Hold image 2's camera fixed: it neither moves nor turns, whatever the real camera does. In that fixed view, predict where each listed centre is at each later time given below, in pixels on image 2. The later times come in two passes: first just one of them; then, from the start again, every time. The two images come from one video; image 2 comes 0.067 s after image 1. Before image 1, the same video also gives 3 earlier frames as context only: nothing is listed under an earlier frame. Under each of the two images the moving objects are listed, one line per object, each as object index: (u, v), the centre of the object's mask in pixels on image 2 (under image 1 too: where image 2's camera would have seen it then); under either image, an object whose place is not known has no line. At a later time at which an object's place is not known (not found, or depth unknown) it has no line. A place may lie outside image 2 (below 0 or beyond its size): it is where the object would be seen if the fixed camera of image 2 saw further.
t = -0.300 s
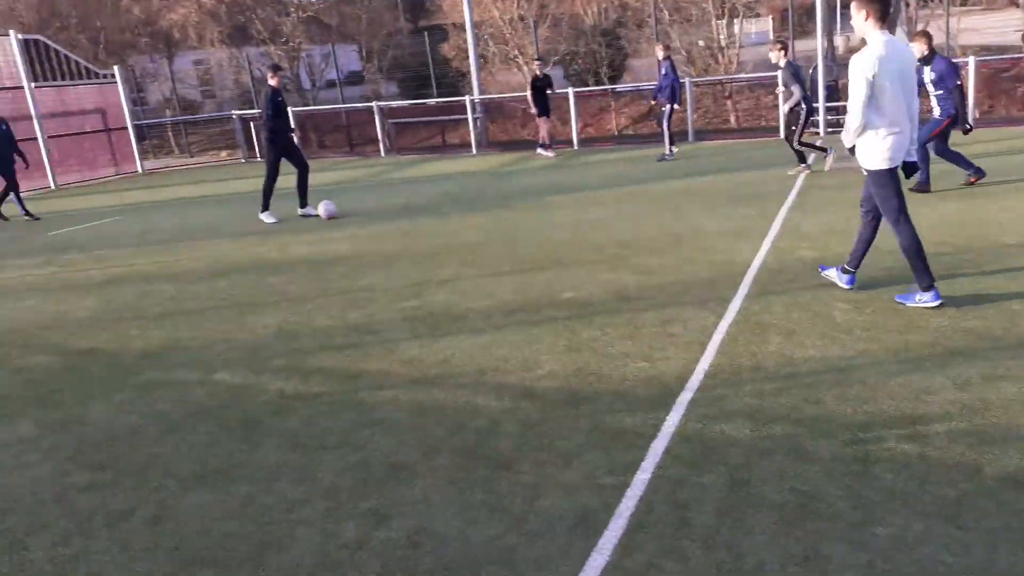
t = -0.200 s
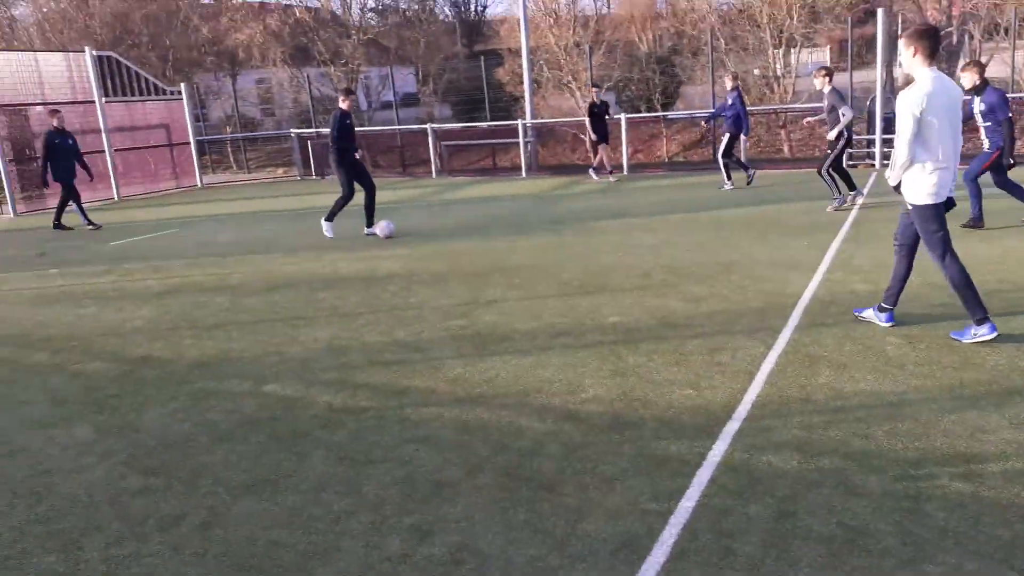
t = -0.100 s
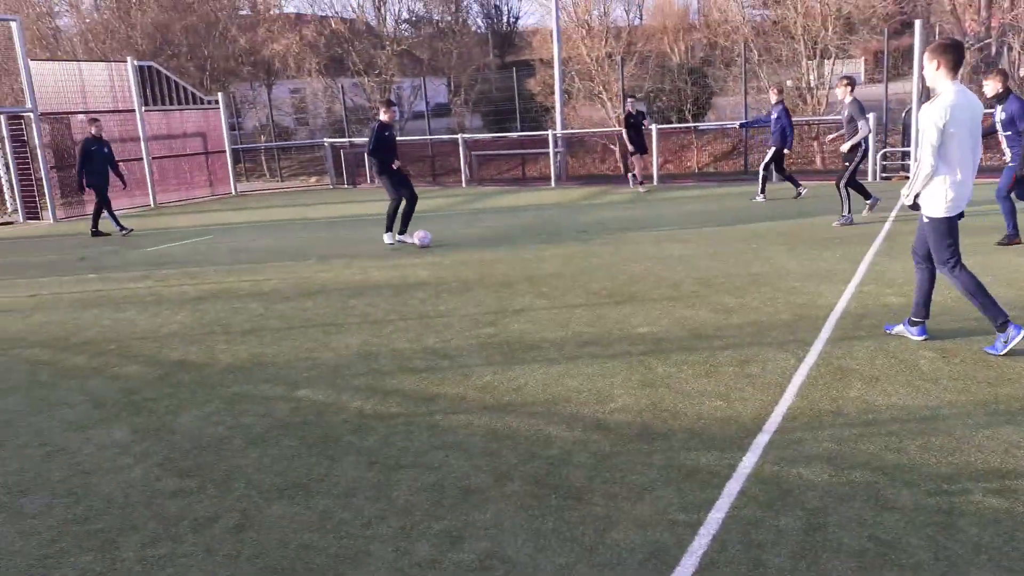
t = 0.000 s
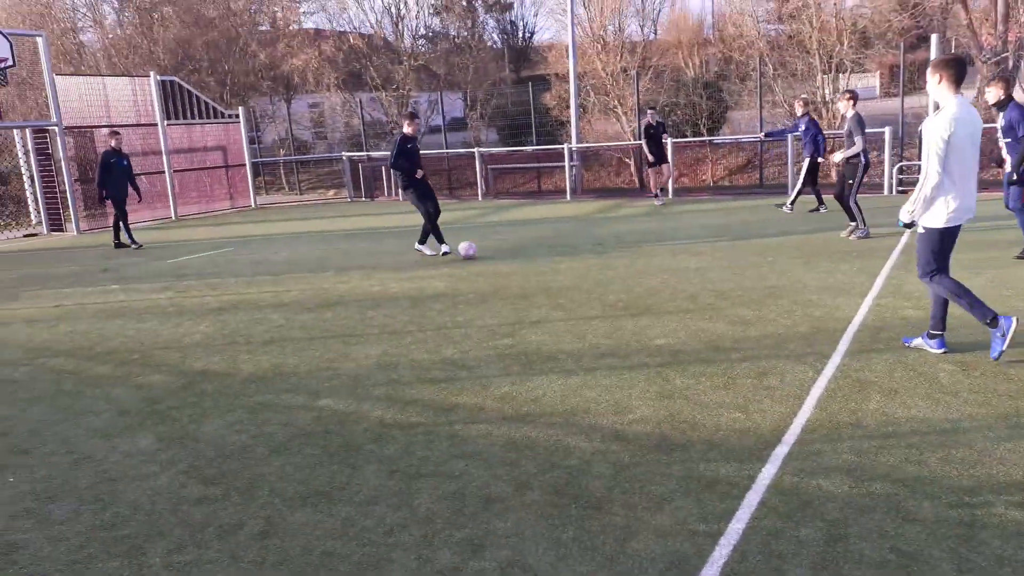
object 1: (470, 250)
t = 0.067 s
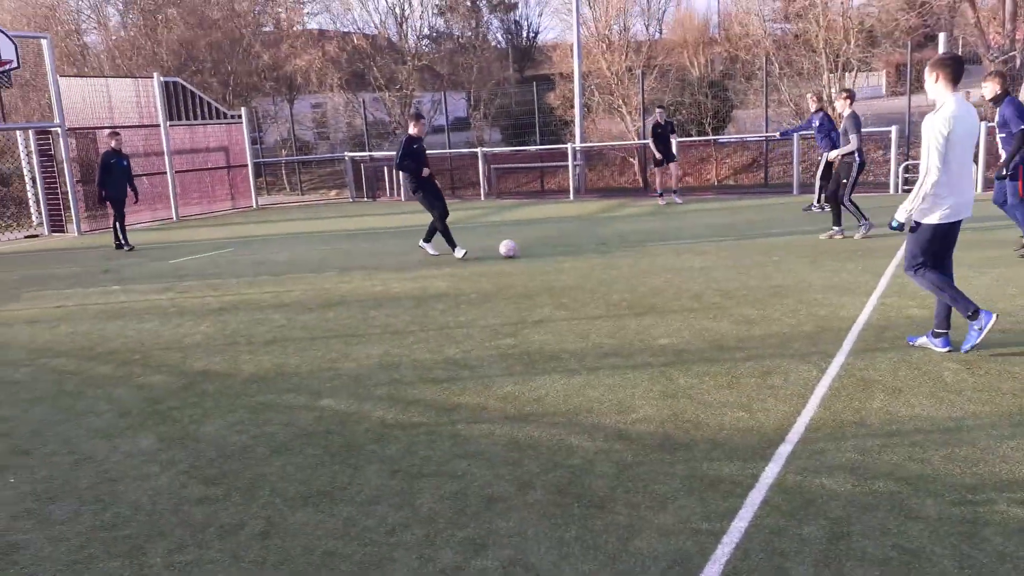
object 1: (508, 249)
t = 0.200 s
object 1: (581, 246)
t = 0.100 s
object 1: (527, 248)
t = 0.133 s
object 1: (545, 247)
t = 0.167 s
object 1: (563, 247)
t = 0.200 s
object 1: (581, 246)
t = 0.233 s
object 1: (600, 246)
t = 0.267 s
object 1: (617, 245)
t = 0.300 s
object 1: (635, 244)
